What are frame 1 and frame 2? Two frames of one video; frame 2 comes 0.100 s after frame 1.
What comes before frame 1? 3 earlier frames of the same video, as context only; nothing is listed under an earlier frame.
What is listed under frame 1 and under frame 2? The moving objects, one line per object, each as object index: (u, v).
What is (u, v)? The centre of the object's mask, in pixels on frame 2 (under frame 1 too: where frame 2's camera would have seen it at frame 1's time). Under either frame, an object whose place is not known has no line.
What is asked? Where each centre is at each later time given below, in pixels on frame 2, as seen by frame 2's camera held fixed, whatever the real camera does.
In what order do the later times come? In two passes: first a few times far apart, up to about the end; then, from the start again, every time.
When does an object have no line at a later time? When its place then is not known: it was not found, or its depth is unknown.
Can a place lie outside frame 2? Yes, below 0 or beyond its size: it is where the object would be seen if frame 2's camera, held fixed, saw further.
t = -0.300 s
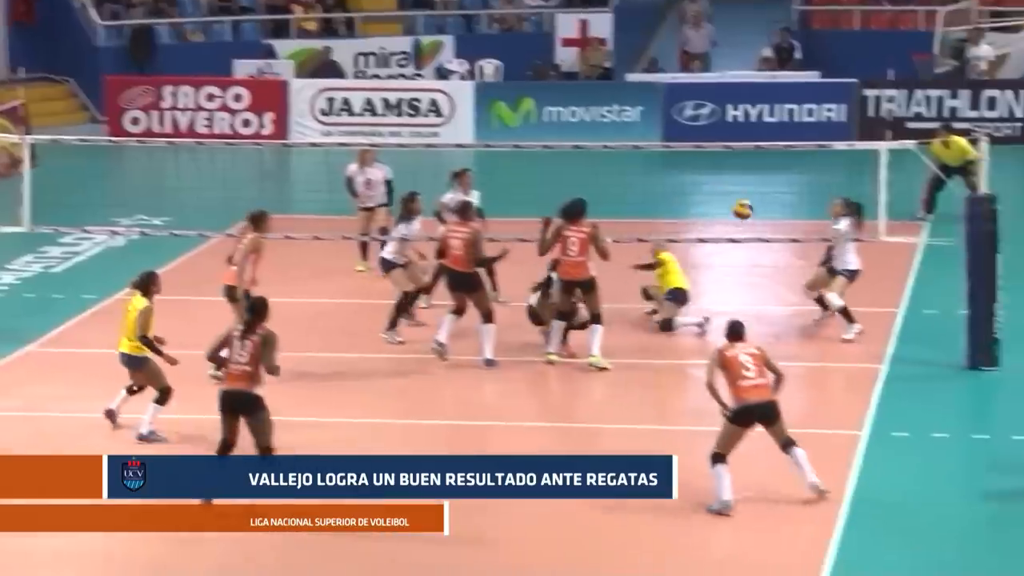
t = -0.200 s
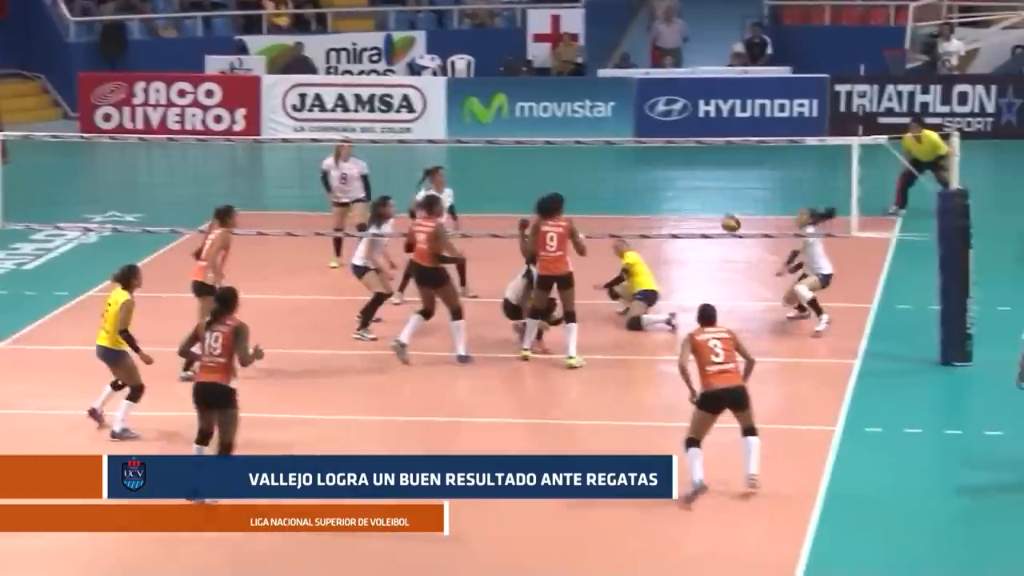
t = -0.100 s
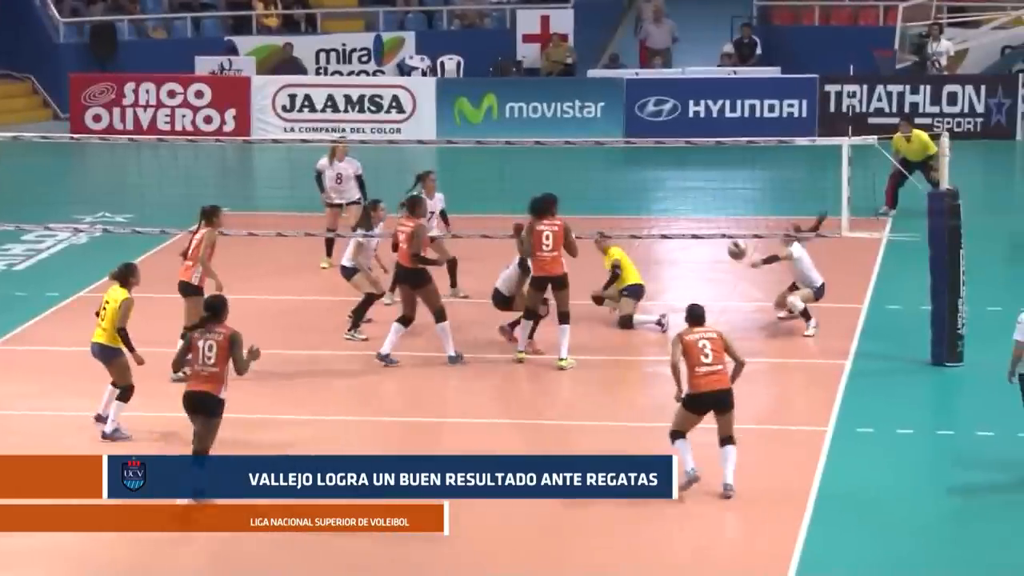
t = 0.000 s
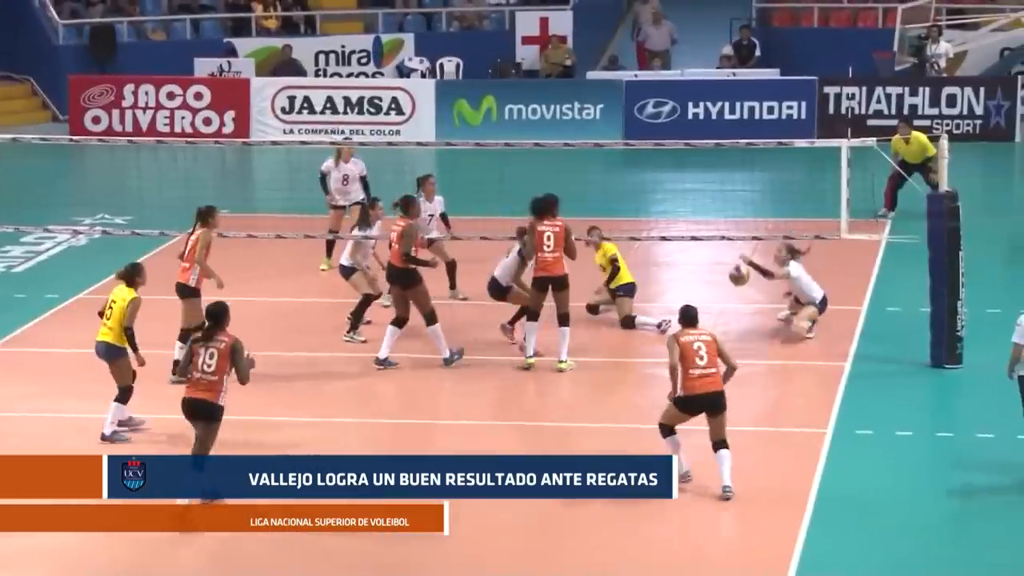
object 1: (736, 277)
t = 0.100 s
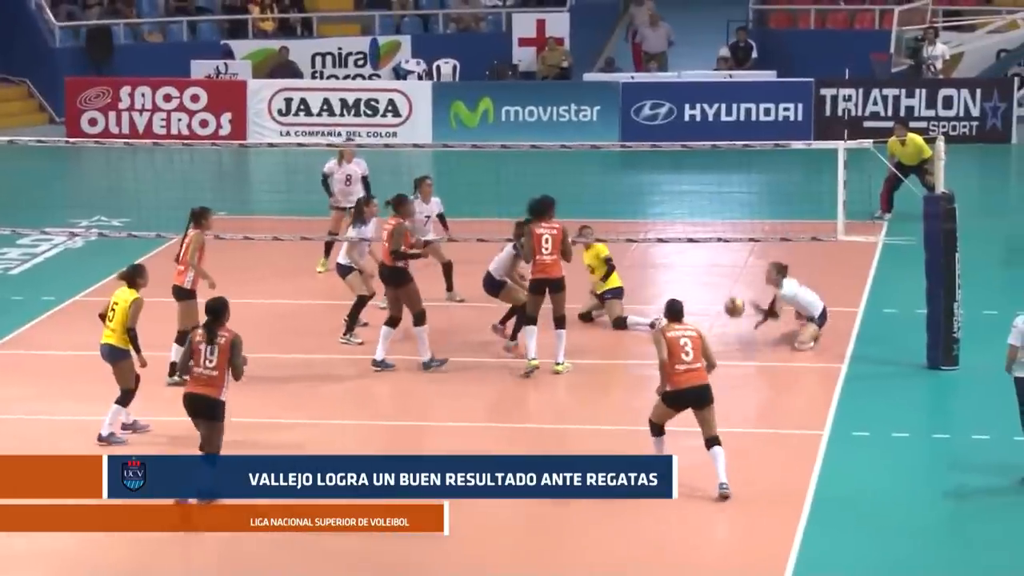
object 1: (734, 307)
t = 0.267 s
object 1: (733, 363)
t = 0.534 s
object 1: (731, 332)
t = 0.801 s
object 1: (729, 372)
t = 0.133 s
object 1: (734, 320)
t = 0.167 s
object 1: (734, 335)
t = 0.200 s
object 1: (733, 347)
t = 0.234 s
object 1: (733, 365)
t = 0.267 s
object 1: (733, 363)
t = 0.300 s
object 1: (732, 355)
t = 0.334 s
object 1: (732, 349)
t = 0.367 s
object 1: (731, 343)
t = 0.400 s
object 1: (732, 339)
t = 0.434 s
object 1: (731, 336)
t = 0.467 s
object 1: (731, 333)
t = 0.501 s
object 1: (731, 332)
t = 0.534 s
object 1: (731, 332)
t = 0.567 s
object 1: (731, 333)
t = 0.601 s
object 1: (730, 335)
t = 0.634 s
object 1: (730, 338)
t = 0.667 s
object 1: (731, 343)
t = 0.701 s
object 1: (731, 349)
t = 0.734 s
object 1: (729, 356)
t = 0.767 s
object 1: (730, 363)
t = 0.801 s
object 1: (729, 372)
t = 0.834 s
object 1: (730, 382)
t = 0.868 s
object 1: (728, 393)
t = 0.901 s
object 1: (729, 405)
